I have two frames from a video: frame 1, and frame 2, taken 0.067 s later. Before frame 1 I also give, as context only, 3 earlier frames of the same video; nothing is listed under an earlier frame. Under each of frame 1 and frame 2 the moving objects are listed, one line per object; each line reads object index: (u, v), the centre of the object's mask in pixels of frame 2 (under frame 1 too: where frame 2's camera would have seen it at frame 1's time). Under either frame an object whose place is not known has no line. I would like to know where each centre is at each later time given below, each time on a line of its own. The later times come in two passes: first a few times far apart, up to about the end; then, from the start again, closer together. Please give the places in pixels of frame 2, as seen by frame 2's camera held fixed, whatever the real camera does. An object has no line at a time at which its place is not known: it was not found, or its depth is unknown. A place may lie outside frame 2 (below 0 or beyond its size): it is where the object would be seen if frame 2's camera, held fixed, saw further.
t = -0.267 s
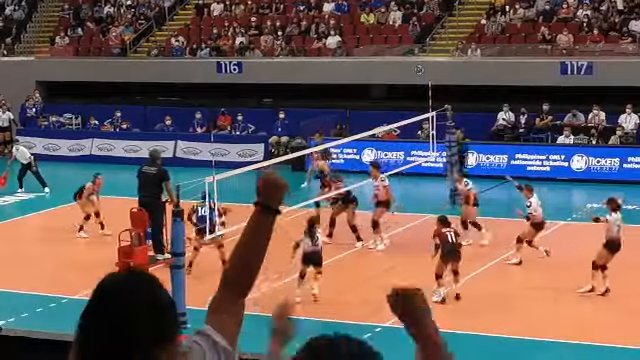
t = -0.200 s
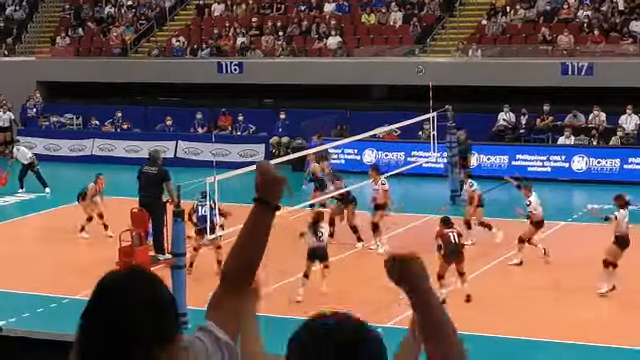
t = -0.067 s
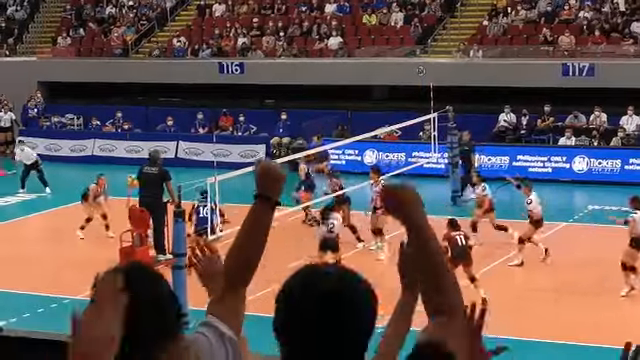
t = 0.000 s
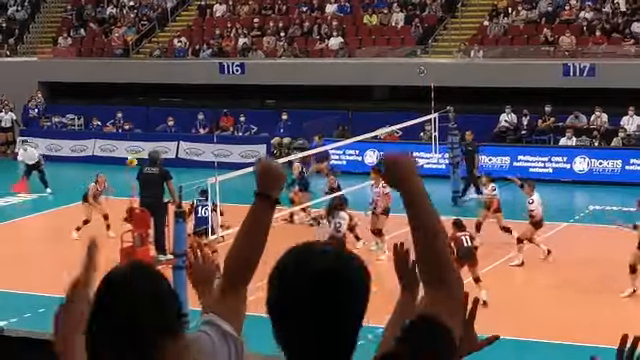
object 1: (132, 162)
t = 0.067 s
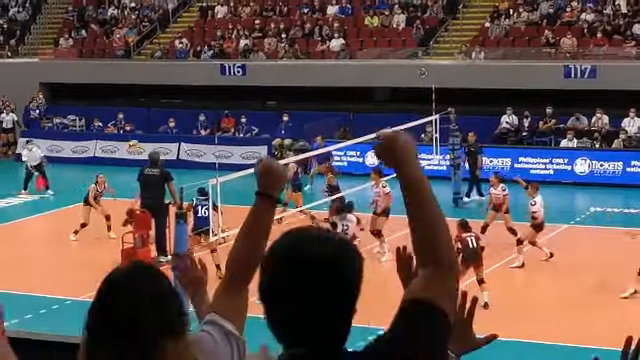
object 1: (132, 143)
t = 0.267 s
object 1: (138, 106)
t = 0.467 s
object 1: (144, 88)
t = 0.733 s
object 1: (152, 93)
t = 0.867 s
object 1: (157, 109)
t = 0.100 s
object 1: (135, 137)
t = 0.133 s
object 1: (136, 128)
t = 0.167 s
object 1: (136, 123)
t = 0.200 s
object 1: (136, 117)
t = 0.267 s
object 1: (138, 106)
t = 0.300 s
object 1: (139, 101)
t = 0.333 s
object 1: (140, 98)
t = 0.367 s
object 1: (141, 94)
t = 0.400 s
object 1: (141, 92)
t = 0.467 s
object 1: (144, 88)
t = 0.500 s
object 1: (144, 87)
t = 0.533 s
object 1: (145, 86)
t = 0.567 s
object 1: (146, 86)
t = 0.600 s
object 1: (148, 86)
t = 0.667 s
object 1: (150, 89)
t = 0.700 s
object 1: (151, 91)
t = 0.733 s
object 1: (152, 93)
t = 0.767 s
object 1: (153, 97)
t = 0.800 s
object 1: (155, 100)
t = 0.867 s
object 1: (157, 109)
